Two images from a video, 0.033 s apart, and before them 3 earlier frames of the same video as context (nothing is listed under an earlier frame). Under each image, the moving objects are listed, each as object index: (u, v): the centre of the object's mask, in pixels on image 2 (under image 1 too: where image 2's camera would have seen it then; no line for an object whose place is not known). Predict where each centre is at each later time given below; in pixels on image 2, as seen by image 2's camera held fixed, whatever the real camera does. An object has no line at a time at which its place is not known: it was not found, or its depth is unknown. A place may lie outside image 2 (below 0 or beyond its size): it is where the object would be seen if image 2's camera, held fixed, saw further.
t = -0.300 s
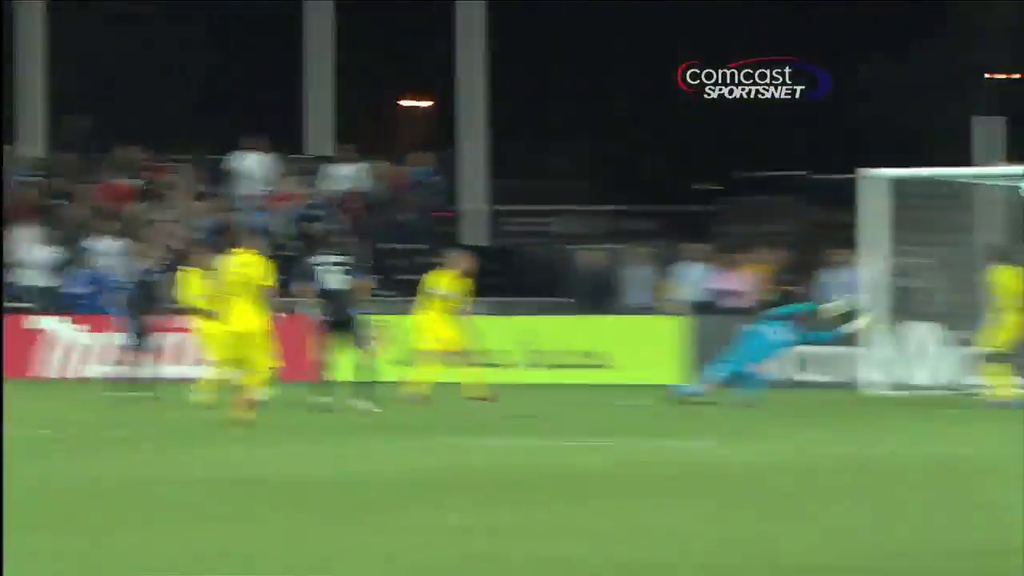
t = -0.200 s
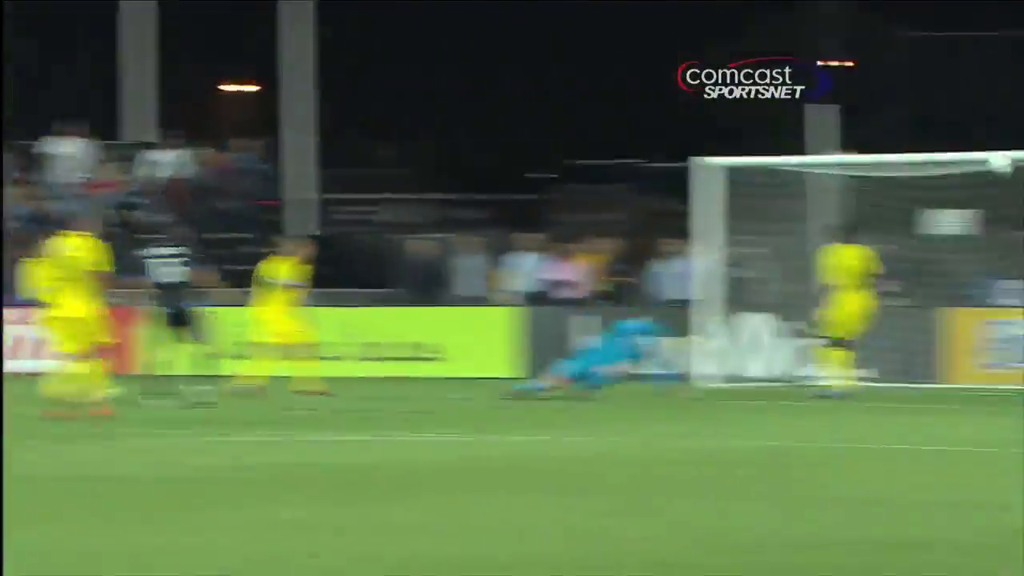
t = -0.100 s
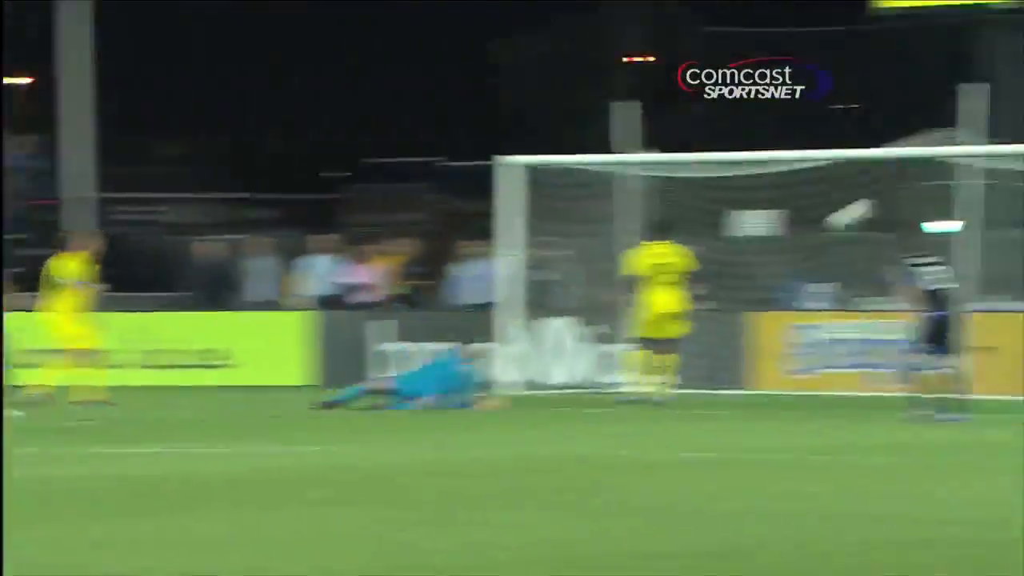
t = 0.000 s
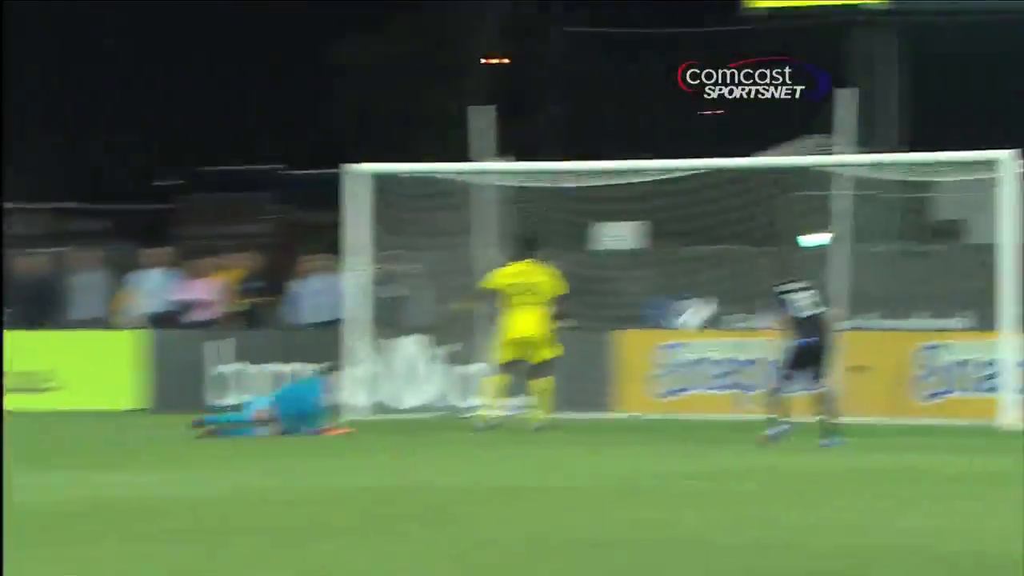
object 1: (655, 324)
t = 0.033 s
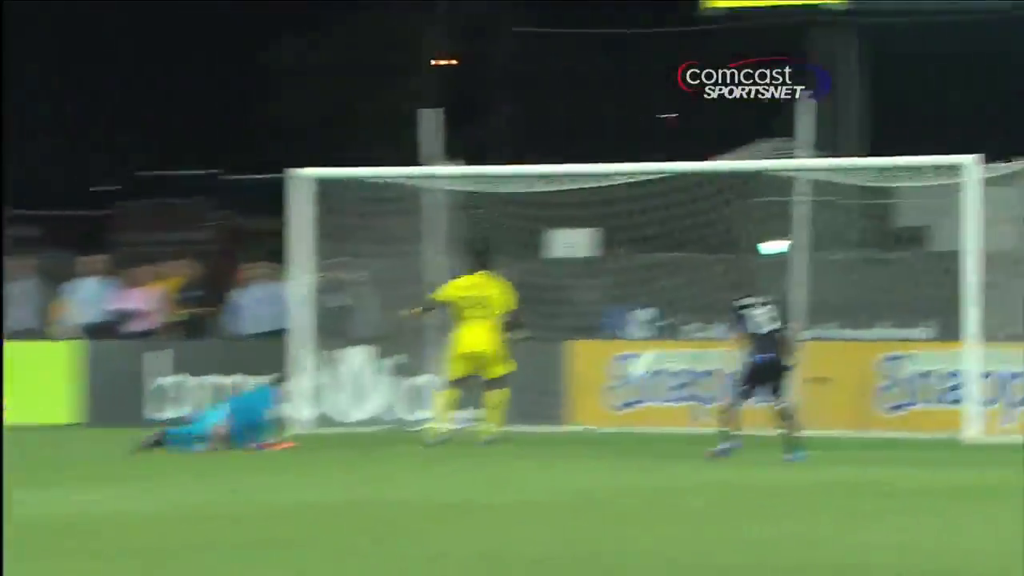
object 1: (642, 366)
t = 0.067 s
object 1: (632, 404)
